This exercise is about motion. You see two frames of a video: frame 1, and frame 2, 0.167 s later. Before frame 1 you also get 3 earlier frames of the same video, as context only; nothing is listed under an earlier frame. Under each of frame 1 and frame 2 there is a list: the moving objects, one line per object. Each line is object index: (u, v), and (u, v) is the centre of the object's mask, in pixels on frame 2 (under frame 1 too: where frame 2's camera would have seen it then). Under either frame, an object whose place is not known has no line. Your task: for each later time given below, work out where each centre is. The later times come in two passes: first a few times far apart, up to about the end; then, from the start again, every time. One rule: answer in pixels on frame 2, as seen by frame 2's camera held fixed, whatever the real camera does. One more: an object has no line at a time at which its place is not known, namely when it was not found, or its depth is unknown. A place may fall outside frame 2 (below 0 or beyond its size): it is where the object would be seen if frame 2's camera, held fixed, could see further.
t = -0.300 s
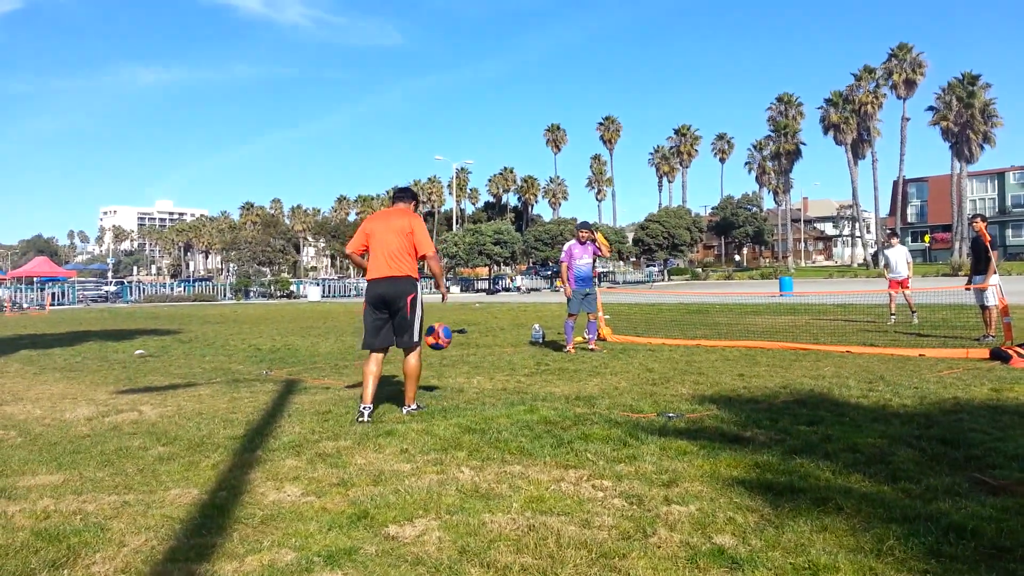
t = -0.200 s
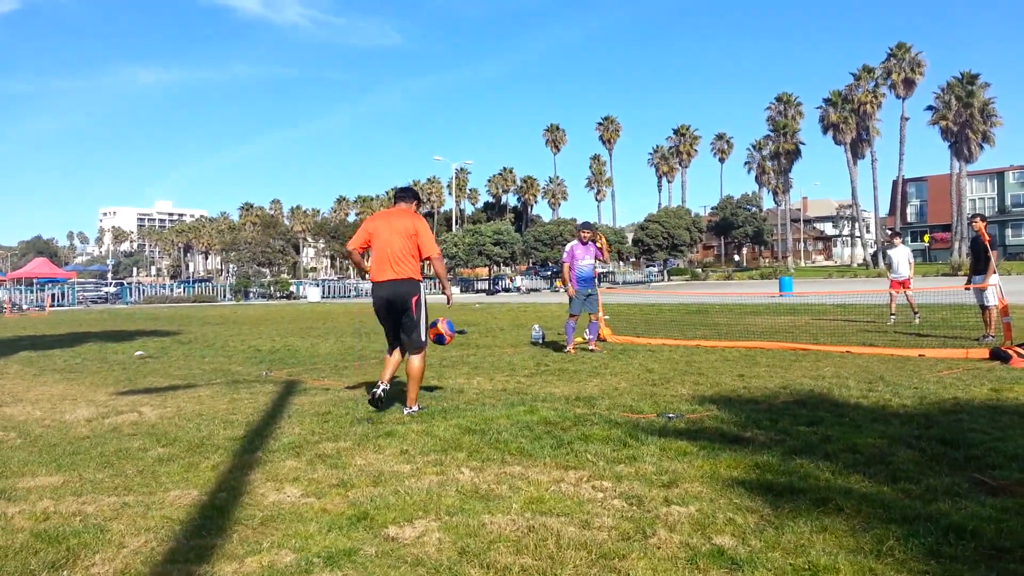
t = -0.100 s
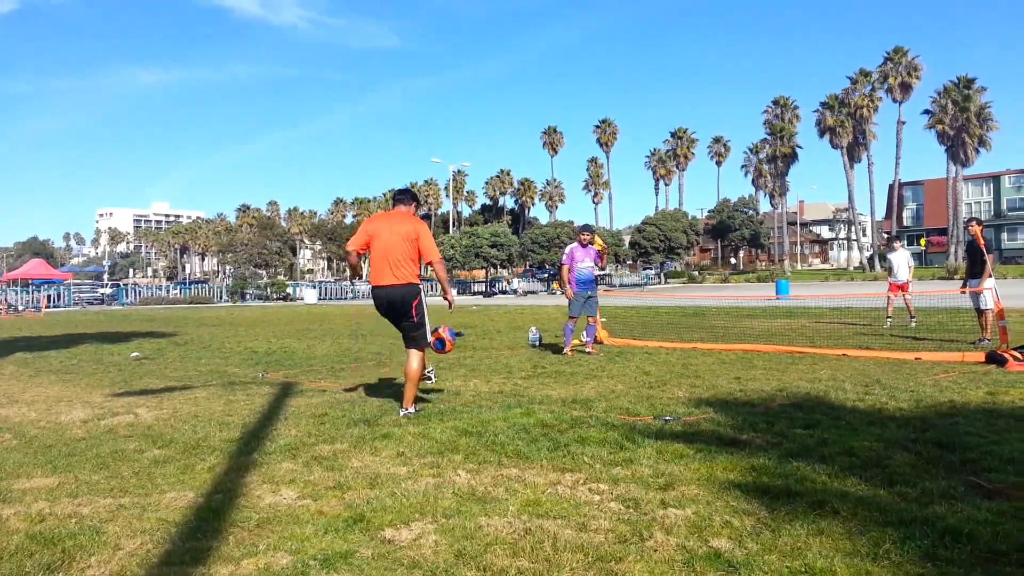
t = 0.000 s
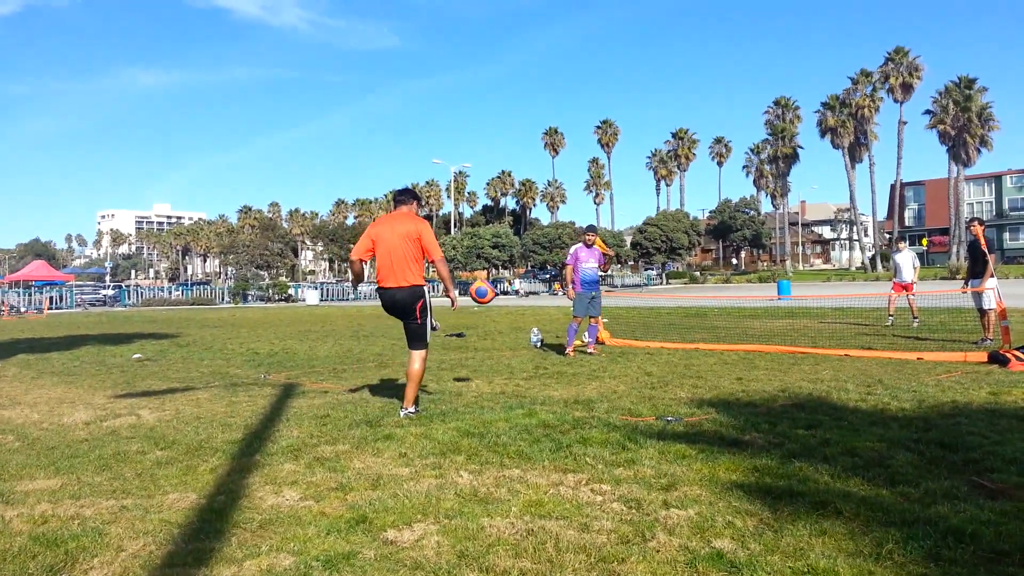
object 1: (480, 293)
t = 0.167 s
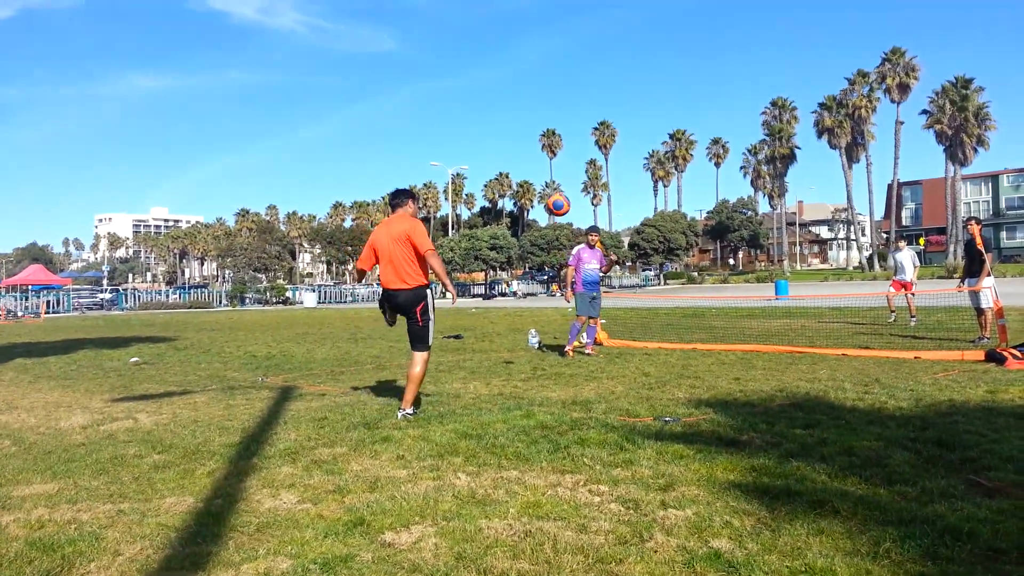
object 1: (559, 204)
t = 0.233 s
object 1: (587, 181)
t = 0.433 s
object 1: (664, 141)
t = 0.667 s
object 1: (740, 144)
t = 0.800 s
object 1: (778, 165)
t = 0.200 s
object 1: (573, 192)
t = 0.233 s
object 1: (587, 181)
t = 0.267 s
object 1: (600, 171)
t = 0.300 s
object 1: (613, 162)
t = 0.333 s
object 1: (627, 155)
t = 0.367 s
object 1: (639, 150)
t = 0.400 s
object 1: (651, 145)
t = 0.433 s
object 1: (664, 141)
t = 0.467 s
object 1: (676, 138)
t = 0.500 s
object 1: (687, 137)
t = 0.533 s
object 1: (699, 137)
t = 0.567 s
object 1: (710, 137)
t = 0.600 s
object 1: (720, 138)
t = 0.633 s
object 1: (731, 141)
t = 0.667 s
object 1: (740, 144)
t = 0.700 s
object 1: (750, 149)
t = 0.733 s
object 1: (759, 153)
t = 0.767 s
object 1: (769, 159)
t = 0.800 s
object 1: (778, 165)
